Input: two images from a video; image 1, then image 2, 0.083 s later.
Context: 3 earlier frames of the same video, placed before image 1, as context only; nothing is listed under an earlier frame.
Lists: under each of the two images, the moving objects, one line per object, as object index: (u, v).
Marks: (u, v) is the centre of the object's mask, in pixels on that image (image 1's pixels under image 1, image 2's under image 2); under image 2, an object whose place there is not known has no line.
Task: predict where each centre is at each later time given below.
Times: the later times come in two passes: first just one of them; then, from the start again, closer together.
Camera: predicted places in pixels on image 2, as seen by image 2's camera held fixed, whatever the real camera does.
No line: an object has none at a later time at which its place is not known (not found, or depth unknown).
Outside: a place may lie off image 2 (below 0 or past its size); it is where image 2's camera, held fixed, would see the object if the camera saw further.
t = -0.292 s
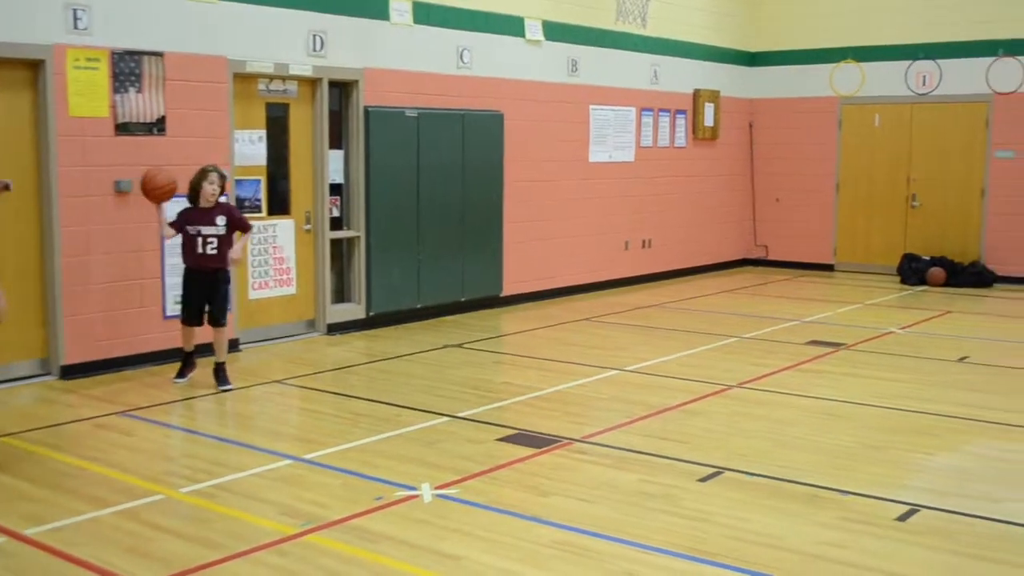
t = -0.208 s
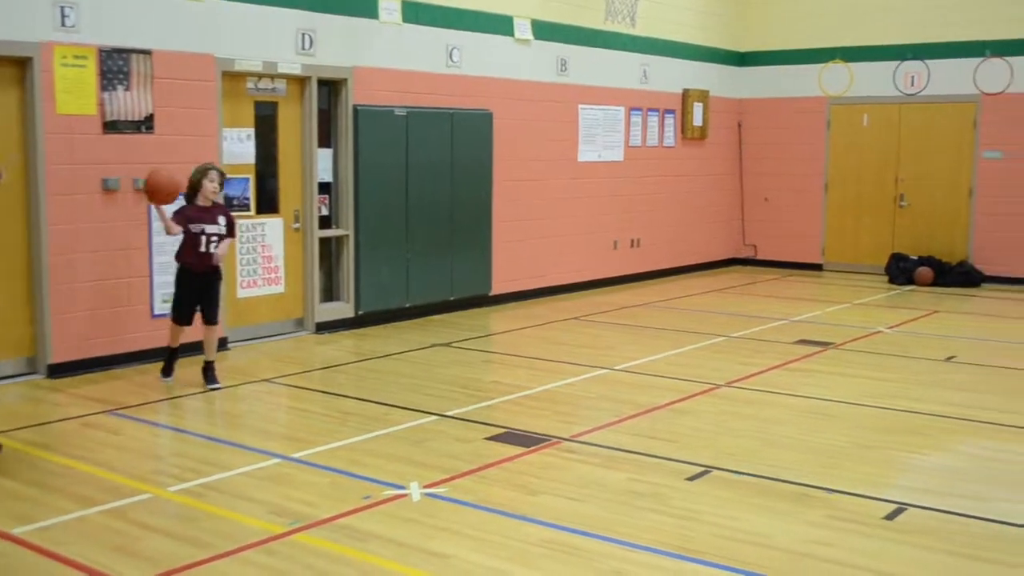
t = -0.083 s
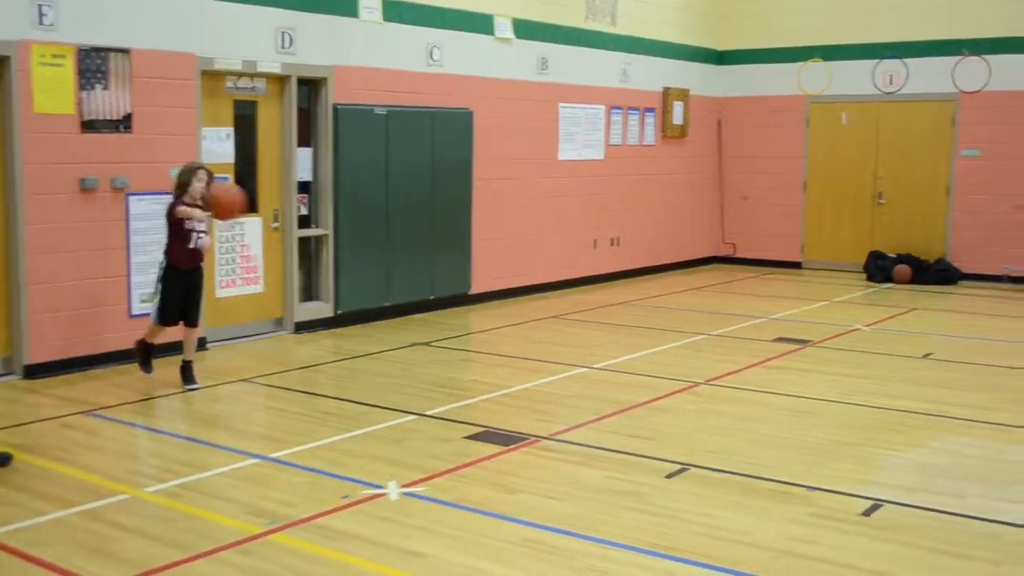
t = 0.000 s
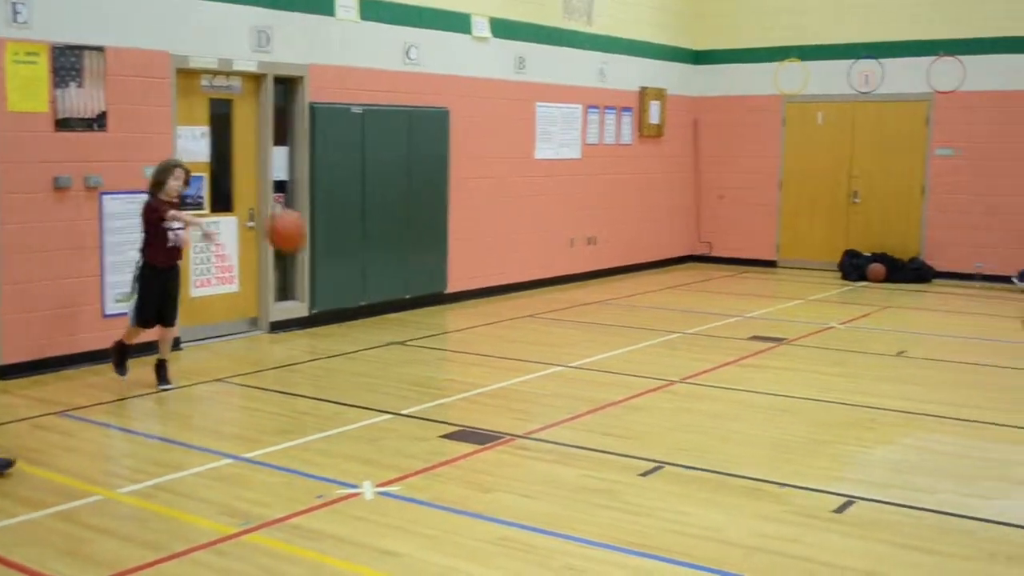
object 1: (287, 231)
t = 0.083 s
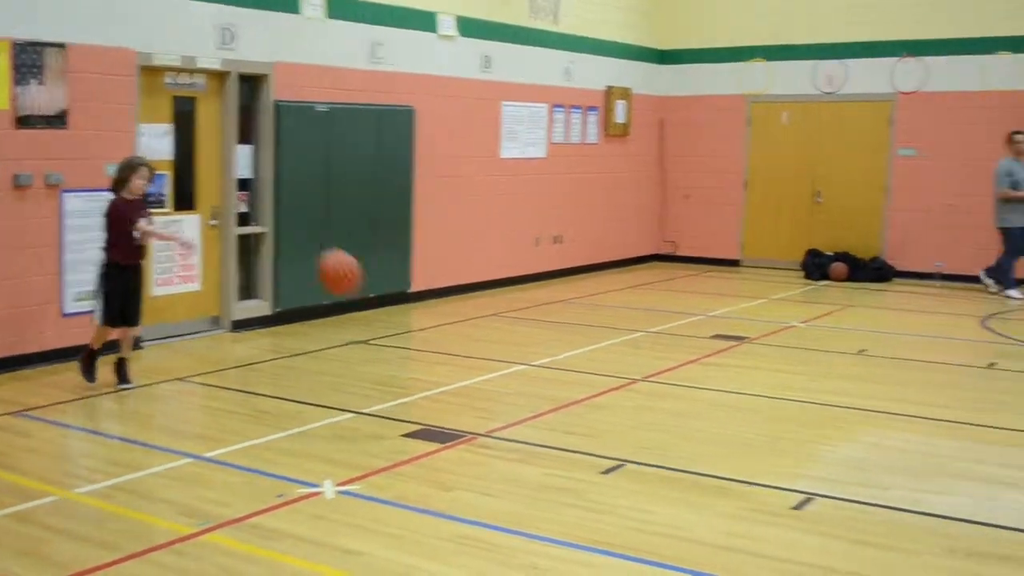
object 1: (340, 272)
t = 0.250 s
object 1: (533, 410)
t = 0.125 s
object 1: (385, 299)
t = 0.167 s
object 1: (433, 332)
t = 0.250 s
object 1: (533, 410)
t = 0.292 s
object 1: (571, 418)
